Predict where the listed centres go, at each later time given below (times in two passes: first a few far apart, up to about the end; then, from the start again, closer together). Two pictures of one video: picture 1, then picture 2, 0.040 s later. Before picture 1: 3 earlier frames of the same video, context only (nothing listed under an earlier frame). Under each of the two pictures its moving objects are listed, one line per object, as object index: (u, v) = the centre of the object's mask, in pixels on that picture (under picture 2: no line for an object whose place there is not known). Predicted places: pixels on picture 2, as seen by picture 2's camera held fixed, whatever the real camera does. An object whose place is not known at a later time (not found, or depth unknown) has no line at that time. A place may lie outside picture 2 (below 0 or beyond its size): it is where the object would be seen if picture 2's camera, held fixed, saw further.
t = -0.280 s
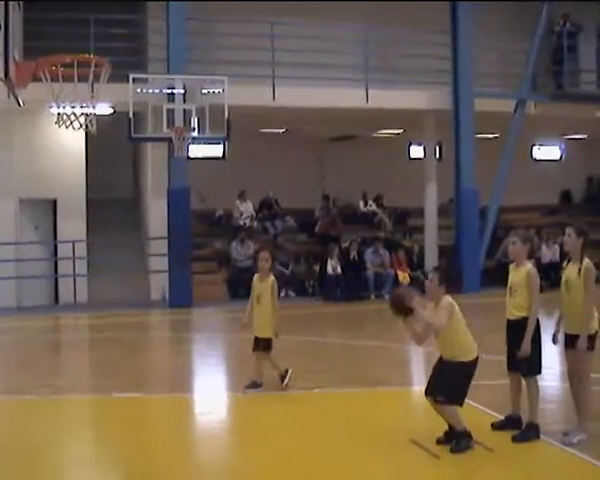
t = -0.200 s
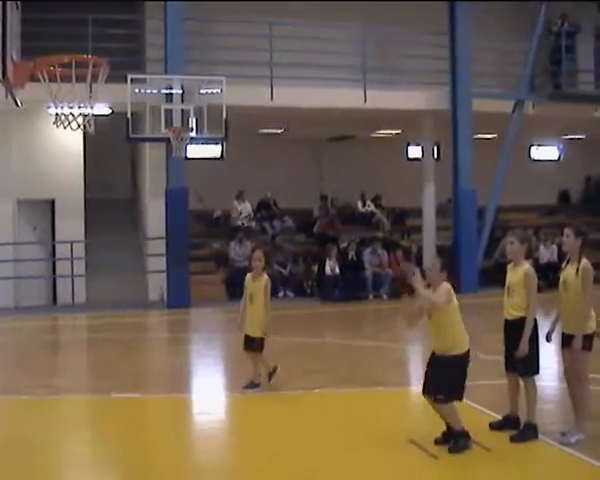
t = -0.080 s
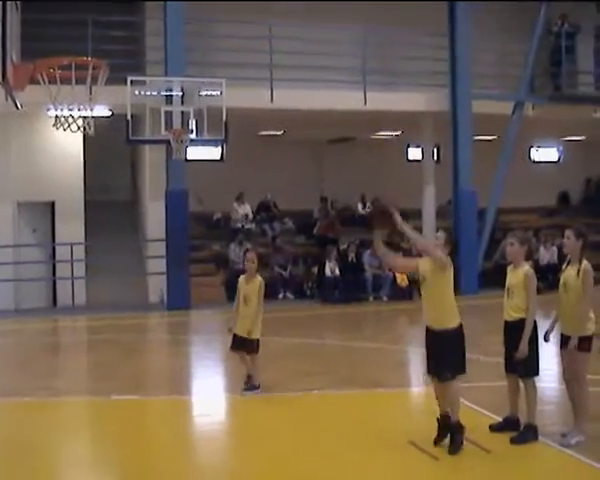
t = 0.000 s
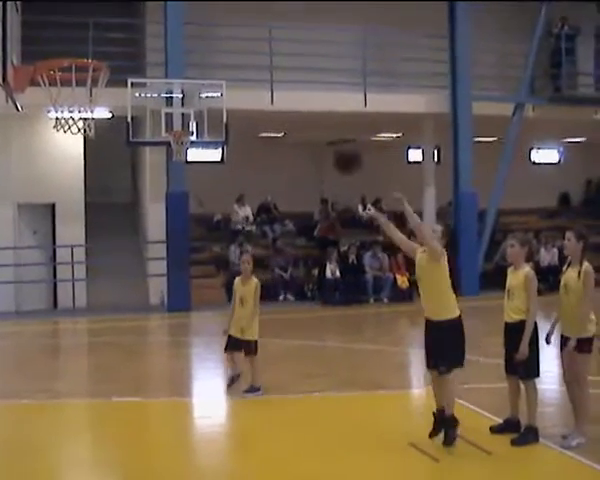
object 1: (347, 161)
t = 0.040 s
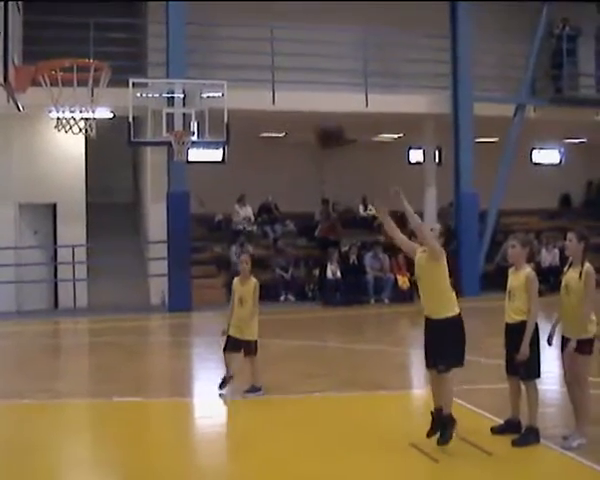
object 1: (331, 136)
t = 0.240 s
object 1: (238, 46)
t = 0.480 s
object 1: (128, 16)
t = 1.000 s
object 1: (90, 27)
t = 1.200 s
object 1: (106, 41)
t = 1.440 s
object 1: (103, 46)
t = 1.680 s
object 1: (94, 51)
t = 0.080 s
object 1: (312, 112)
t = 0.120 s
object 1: (293, 92)
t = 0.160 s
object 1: (275, 74)
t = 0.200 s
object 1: (257, 60)
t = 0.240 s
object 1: (238, 46)
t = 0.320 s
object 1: (201, 27)
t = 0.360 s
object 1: (183, 22)
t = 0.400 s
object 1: (164, 19)
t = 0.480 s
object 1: (128, 16)
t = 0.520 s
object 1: (107, 21)
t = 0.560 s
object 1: (90, 26)
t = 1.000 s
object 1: (90, 27)
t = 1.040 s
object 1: (96, 37)
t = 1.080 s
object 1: (103, 46)
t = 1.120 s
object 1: (106, 46)
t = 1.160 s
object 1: (106, 42)
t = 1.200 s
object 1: (106, 41)
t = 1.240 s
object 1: (106, 41)
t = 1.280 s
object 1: (106, 42)
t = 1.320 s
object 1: (106, 45)
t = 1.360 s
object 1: (104, 47)
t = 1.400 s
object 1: (104, 46)
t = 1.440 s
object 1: (103, 46)
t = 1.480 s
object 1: (103, 48)
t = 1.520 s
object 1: (103, 48)
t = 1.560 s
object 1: (101, 47)
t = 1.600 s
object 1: (99, 48)
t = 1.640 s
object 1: (97, 49)
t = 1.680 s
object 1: (94, 51)
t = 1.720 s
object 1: (91, 50)
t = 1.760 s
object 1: (88, 70)
